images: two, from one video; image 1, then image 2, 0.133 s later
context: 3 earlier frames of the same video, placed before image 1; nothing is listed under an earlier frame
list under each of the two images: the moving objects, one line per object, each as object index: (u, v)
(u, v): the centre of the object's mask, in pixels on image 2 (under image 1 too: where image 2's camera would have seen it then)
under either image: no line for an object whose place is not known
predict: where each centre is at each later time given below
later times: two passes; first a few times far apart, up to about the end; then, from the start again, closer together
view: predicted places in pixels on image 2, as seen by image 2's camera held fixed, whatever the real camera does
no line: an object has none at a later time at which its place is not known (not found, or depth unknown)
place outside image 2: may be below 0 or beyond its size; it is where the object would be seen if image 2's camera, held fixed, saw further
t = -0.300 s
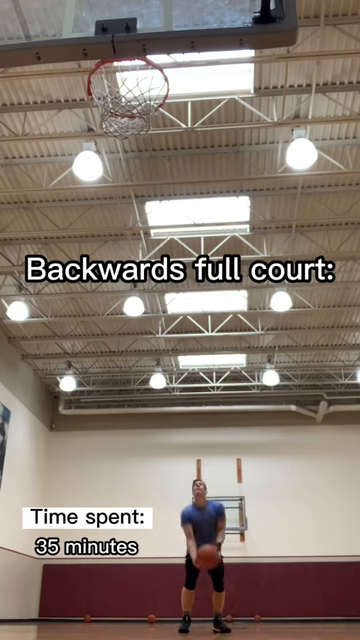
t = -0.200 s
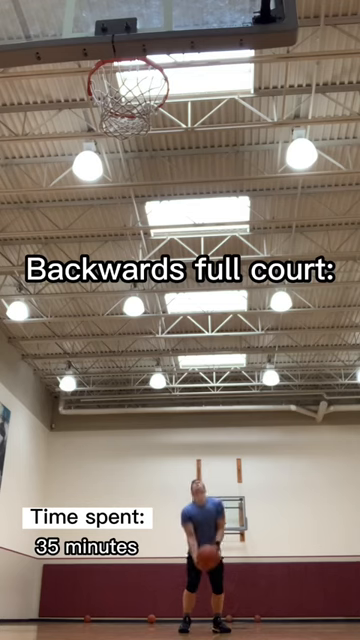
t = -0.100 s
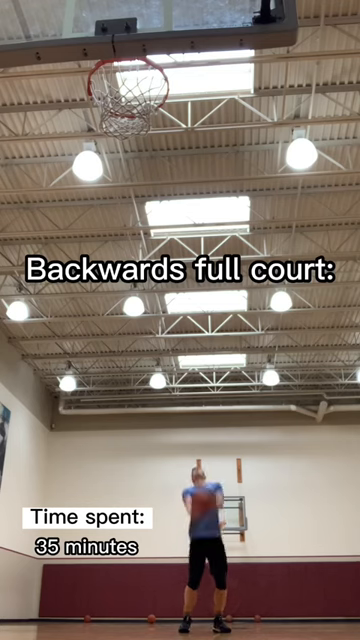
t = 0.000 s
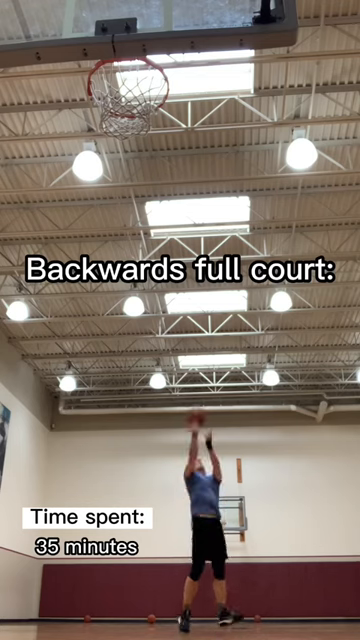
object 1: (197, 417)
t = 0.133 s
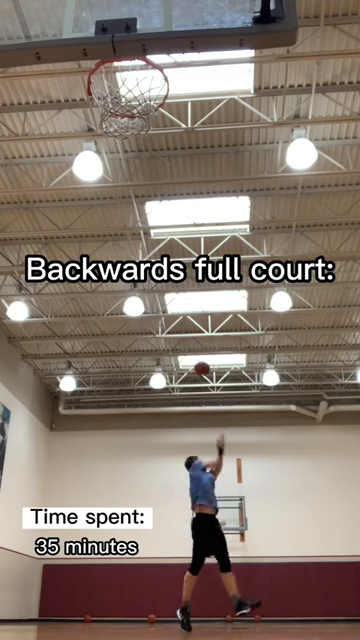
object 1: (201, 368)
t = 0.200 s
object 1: (203, 351)
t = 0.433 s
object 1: (206, 328)
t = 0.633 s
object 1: (208, 328)
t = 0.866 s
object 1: (209, 343)
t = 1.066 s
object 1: (209, 365)
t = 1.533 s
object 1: (211, 446)
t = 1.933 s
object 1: (222, 528)
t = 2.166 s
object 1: (219, 527)
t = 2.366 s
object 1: (214, 540)
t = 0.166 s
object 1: (202, 359)
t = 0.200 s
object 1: (203, 351)
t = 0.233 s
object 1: (204, 346)
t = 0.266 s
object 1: (204, 343)
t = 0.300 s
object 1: (205, 338)
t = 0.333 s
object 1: (205, 334)
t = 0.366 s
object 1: (205, 332)
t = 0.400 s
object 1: (206, 329)
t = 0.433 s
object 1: (206, 328)
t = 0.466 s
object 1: (207, 327)
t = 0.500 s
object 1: (207, 327)
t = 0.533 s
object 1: (207, 326)
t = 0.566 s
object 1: (207, 327)
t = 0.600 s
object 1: (208, 327)
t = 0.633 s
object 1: (208, 328)
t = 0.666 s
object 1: (208, 329)
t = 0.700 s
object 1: (208, 331)
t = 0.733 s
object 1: (208, 333)
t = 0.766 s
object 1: (208, 335)
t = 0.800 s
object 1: (208, 338)
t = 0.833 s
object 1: (209, 340)
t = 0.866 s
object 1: (209, 343)
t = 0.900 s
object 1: (209, 346)
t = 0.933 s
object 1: (209, 349)
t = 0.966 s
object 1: (209, 352)
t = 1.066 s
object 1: (209, 365)
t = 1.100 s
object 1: (209, 371)
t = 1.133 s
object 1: (209, 371)
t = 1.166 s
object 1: (209, 378)
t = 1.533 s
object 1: (211, 446)
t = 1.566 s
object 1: (212, 453)
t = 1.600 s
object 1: (212, 460)
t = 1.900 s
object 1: (220, 527)
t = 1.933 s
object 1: (222, 528)
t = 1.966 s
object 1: (222, 529)
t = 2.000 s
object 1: (221, 528)
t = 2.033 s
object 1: (220, 527)
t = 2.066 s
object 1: (220, 527)
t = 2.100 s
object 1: (219, 527)
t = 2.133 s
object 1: (219, 527)
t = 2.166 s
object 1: (219, 527)
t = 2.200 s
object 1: (217, 529)
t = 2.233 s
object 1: (218, 530)
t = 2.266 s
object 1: (216, 531)
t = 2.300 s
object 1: (216, 533)
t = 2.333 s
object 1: (214, 537)
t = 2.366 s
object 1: (214, 540)
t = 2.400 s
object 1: (214, 543)
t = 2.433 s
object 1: (213, 546)
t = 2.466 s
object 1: (212, 550)
